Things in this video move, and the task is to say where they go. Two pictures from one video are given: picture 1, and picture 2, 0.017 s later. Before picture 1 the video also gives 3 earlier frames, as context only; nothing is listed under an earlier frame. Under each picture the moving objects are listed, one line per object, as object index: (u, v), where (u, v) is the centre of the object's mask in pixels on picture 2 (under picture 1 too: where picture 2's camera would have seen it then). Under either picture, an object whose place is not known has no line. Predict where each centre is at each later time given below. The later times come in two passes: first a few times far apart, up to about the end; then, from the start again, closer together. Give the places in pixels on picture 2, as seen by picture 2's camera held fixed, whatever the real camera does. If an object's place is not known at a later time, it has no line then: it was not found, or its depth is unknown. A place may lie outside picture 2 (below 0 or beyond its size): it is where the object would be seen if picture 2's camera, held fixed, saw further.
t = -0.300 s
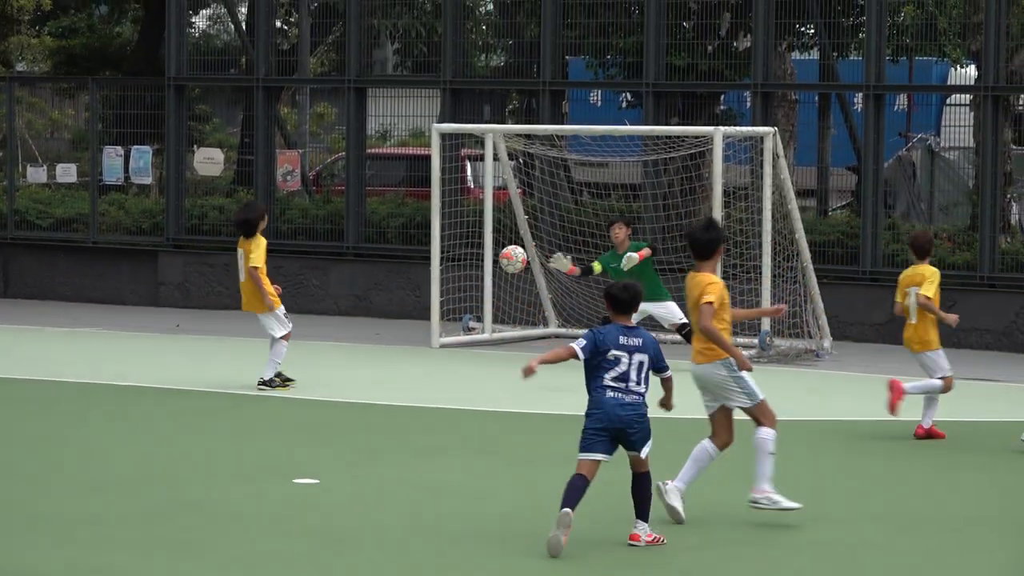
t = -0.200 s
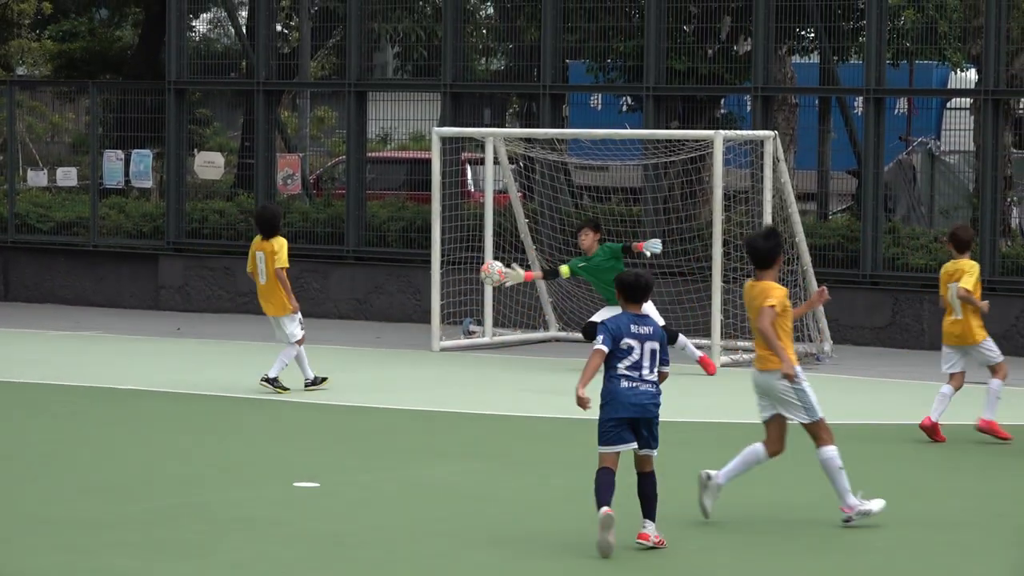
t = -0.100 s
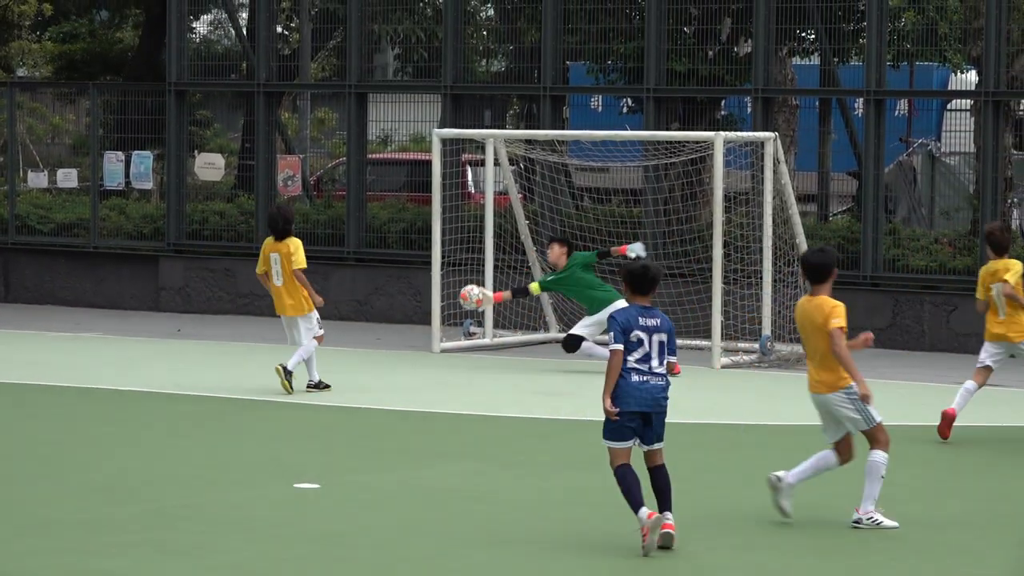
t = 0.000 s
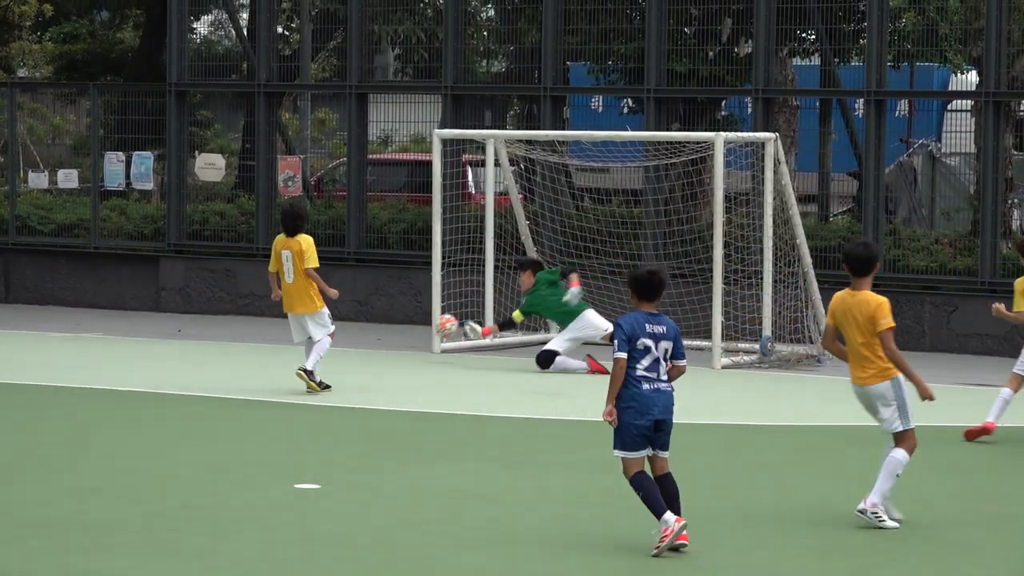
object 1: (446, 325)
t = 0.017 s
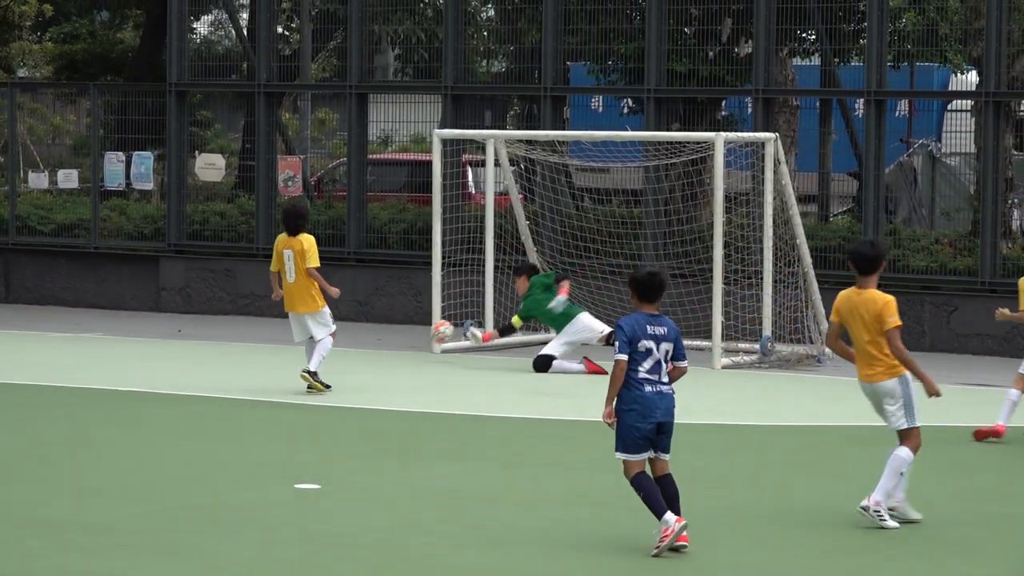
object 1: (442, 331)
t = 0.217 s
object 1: (410, 315)
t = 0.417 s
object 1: (385, 313)
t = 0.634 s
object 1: (363, 312)
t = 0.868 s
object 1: (326, 310)
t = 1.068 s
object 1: (256, 313)
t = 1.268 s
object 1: (195, 313)
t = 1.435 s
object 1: (145, 315)
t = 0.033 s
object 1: (438, 338)
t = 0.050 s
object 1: (435, 344)
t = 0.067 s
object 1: (430, 349)
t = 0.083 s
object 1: (428, 344)
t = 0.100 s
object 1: (425, 339)
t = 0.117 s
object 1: (423, 334)
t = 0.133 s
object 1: (421, 330)
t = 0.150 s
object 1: (419, 326)
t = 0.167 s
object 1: (417, 323)
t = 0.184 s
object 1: (414, 320)
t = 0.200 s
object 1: (412, 317)
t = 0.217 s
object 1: (410, 315)
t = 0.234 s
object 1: (408, 313)
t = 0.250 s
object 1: (406, 312)
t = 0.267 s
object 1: (404, 311)
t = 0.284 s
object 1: (401, 310)
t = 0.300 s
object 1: (399, 309)
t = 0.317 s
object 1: (397, 309)
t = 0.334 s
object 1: (395, 309)
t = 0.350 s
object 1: (393, 308)
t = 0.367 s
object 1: (391, 309)
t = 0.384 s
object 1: (389, 310)
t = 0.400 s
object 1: (387, 312)
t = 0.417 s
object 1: (385, 313)
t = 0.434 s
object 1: (383, 314)
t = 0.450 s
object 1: (382, 316)
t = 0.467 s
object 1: (380, 318)
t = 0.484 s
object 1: (378, 321)
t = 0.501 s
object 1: (376, 324)
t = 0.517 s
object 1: (374, 327)
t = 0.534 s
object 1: (373, 328)
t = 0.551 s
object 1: (371, 324)
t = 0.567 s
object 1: (369, 321)
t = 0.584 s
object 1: (367, 319)
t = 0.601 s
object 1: (366, 316)
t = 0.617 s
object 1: (365, 313)
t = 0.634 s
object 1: (363, 312)
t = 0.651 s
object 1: (363, 310)
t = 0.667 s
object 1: (363, 310)
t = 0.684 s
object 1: (361, 309)
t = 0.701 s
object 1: (361, 307)
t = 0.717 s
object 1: (360, 307)
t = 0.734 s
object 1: (360, 307)
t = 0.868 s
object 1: (326, 310)
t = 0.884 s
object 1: (323, 309)
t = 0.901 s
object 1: (319, 309)
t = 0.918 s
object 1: (314, 309)
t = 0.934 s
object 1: (306, 309)
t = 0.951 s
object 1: (299, 309)
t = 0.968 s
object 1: (293, 309)
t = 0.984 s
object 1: (287, 310)
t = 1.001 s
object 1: (279, 312)
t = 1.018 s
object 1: (273, 313)
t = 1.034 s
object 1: (267, 314)
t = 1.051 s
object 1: (261, 313)
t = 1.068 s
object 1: (256, 313)
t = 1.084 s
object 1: (251, 313)
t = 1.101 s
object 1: (246, 313)
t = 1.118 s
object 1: (241, 312)
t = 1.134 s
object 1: (236, 313)
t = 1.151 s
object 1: (230, 313)
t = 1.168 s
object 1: (225, 314)
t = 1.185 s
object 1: (220, 315)
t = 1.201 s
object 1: (215, 315)
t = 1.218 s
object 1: (210, 314)
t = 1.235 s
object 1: (205, 314)
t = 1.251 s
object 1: (200, 313)
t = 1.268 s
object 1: (195, 313)
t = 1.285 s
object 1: (190, 314)
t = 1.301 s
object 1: (185, 314)
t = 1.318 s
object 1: (180, 315)
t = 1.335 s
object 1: (175, 315)
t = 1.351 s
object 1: (170, 315)
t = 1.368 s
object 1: (165, 315)
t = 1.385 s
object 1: (160, 315)
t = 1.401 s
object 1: (155, 315)
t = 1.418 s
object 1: (150, 315)
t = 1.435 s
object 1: (145, 315)
